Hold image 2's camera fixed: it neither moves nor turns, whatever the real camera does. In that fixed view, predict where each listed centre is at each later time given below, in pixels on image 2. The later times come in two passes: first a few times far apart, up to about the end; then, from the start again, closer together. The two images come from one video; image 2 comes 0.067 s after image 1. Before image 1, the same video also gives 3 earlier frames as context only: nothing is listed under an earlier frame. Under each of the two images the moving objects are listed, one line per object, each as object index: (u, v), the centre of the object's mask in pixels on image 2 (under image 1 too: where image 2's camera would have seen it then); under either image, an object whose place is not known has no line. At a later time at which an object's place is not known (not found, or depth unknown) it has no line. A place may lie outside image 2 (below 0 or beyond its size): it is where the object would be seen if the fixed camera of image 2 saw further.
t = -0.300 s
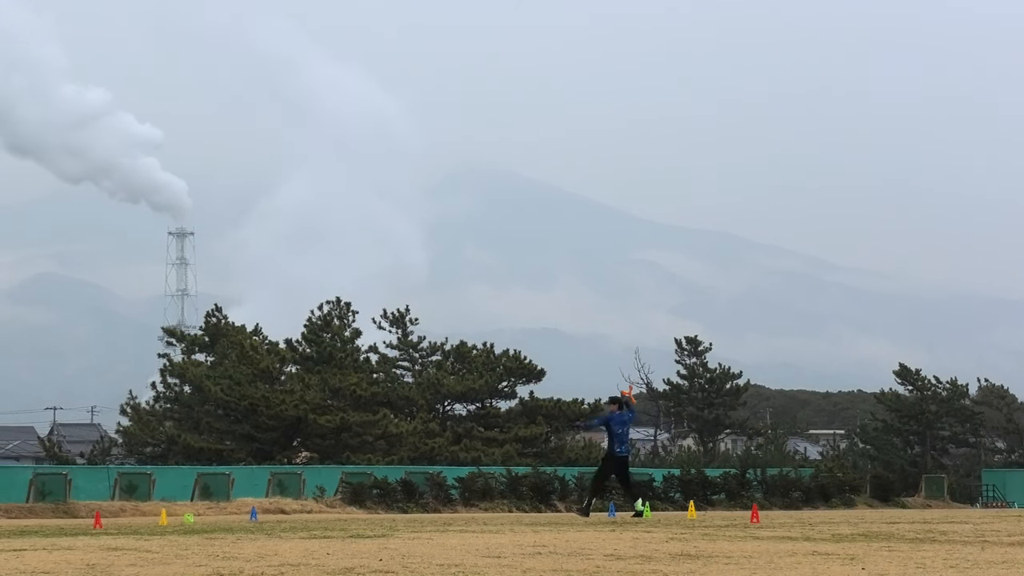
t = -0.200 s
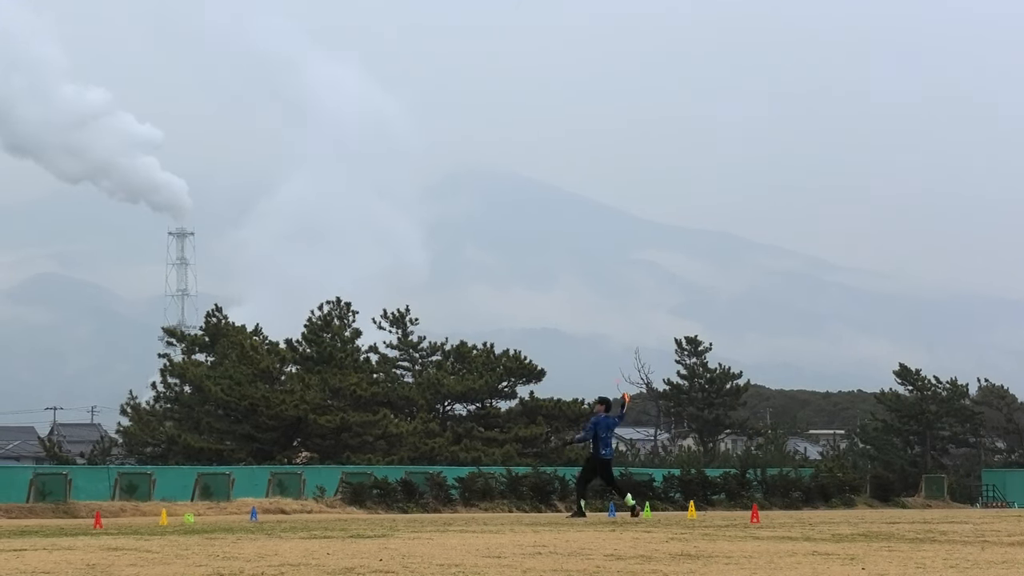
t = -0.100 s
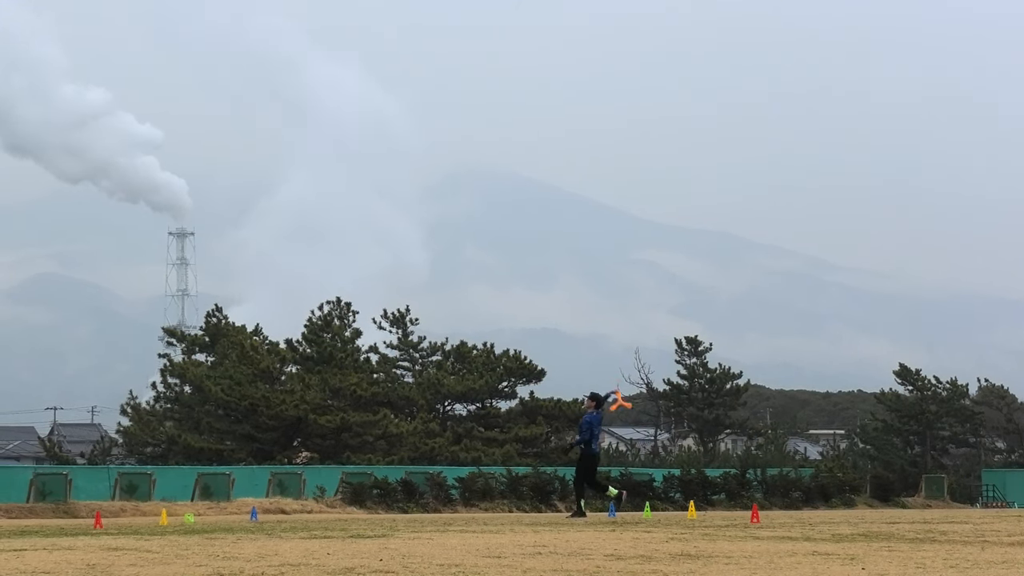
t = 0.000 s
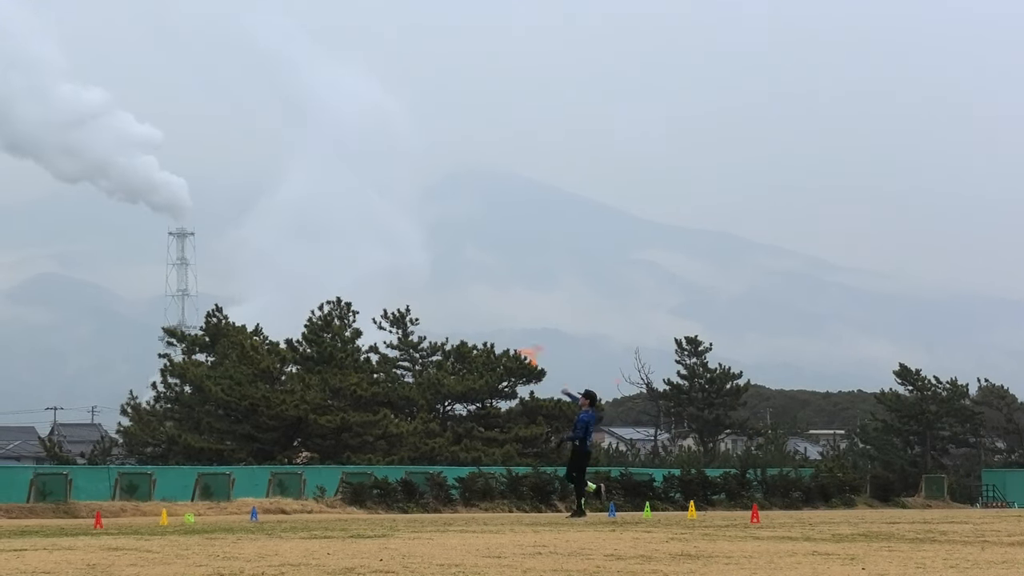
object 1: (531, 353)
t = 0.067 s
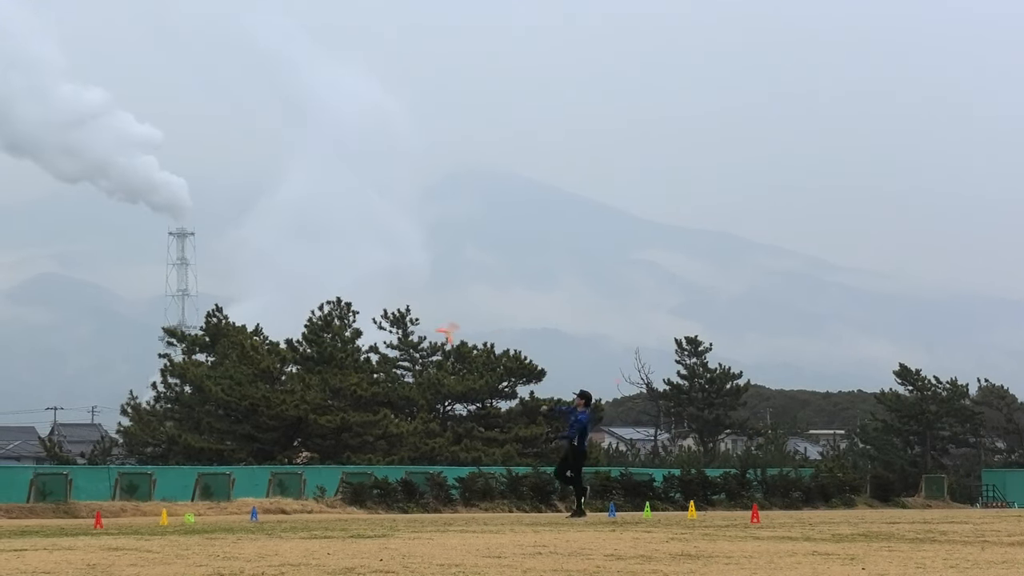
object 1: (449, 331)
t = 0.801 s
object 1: (120, 134)
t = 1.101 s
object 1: (303, 75)
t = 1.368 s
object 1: (497, 51)
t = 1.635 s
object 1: (664, 58)
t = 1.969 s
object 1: (802, 100)
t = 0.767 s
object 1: (106, 141)
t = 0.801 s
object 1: (120, 134)
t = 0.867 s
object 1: (153, 118)
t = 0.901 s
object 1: (171, 110)
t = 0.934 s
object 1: (190, 104)
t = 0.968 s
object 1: (211, 97)
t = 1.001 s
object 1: (234, 91)
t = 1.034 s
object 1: (256, 85)
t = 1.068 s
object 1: (279, 80)
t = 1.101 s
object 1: (303, 75)
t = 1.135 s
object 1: (327, 71)
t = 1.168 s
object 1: (352, 67)
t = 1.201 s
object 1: (377, 63)
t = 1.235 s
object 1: (401, 60)
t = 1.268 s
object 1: (426, 57)
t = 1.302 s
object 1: (450, 55)
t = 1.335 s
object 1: (474, 53)
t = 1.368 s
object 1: (497, 51)
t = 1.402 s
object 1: (520, 51)
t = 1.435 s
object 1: (542, 50)
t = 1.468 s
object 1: (565, 50)
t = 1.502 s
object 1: (585, 51)
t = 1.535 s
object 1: (606, 51)
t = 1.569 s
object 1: (626, 54)
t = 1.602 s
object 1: (645, 55)
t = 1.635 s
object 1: (664, 58)
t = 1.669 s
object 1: (681, 60)
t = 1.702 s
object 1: (698, 63)
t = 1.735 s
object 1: (713, 68)
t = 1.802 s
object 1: (743, 75)
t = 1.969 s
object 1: (802, 100)
